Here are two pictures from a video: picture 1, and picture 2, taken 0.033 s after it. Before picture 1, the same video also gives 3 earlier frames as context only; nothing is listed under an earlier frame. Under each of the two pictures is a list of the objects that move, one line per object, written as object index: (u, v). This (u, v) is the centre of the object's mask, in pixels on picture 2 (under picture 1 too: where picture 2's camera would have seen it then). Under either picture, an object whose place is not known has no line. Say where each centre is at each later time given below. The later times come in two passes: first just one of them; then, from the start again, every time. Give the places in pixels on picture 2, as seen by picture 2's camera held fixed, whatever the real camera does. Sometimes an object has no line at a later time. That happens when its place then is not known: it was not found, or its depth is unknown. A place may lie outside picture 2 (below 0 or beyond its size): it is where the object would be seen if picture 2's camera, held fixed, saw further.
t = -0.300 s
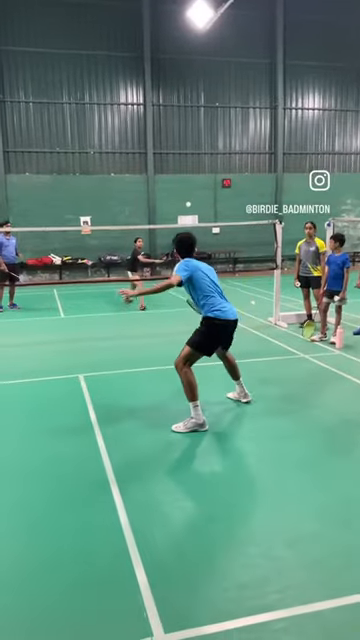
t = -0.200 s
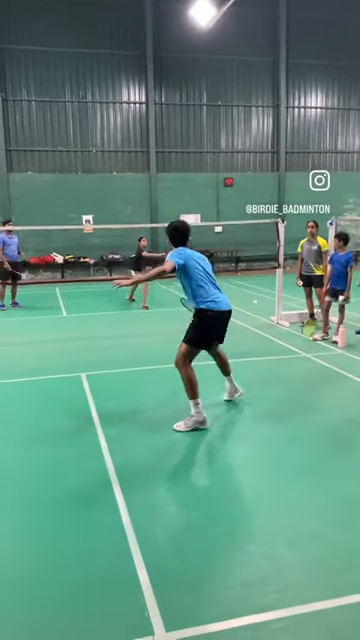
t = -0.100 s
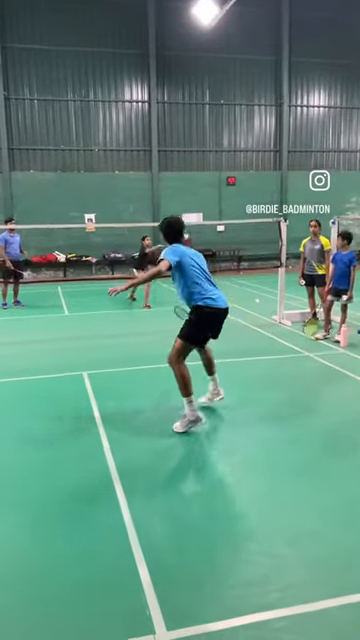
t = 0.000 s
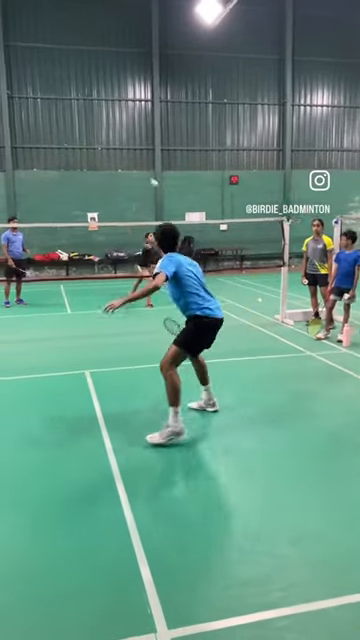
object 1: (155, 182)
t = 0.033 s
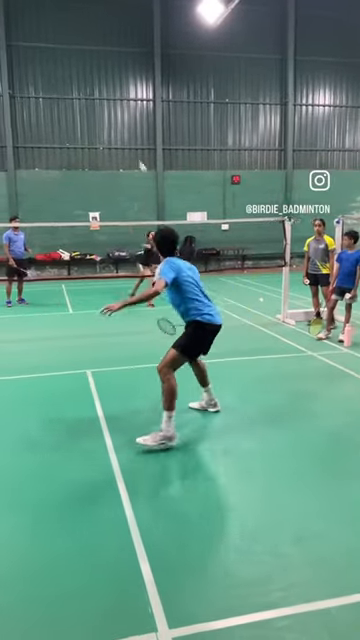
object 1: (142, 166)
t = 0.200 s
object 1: (74, 92)
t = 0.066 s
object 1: (129, 150)
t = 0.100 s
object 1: (116, 134)
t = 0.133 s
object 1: (102, 120)
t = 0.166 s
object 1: (88, 106)
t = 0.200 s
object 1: (74, 92)
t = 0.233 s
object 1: (60, 79)
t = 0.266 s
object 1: (46, 67)
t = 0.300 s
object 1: (32, 55)
